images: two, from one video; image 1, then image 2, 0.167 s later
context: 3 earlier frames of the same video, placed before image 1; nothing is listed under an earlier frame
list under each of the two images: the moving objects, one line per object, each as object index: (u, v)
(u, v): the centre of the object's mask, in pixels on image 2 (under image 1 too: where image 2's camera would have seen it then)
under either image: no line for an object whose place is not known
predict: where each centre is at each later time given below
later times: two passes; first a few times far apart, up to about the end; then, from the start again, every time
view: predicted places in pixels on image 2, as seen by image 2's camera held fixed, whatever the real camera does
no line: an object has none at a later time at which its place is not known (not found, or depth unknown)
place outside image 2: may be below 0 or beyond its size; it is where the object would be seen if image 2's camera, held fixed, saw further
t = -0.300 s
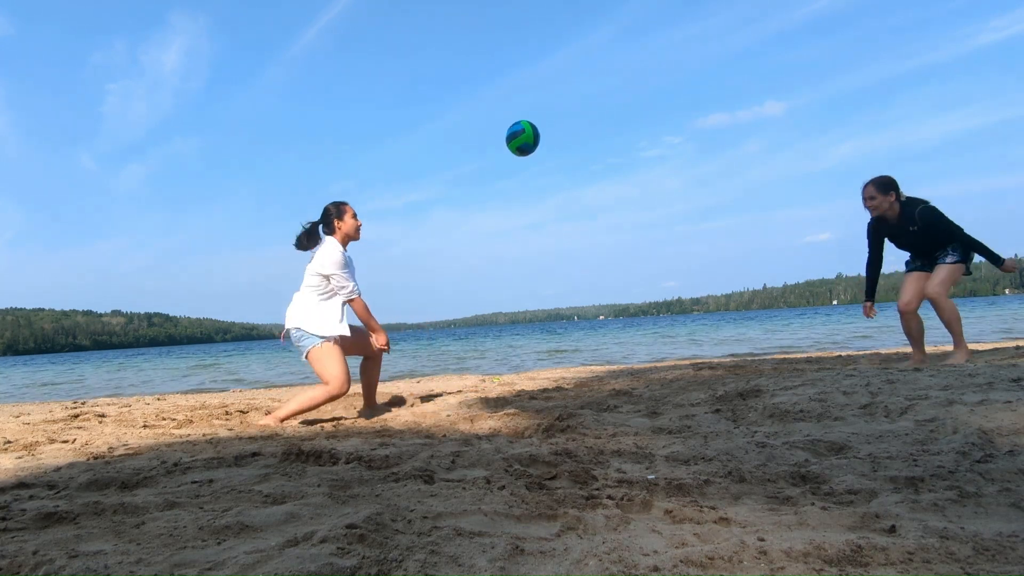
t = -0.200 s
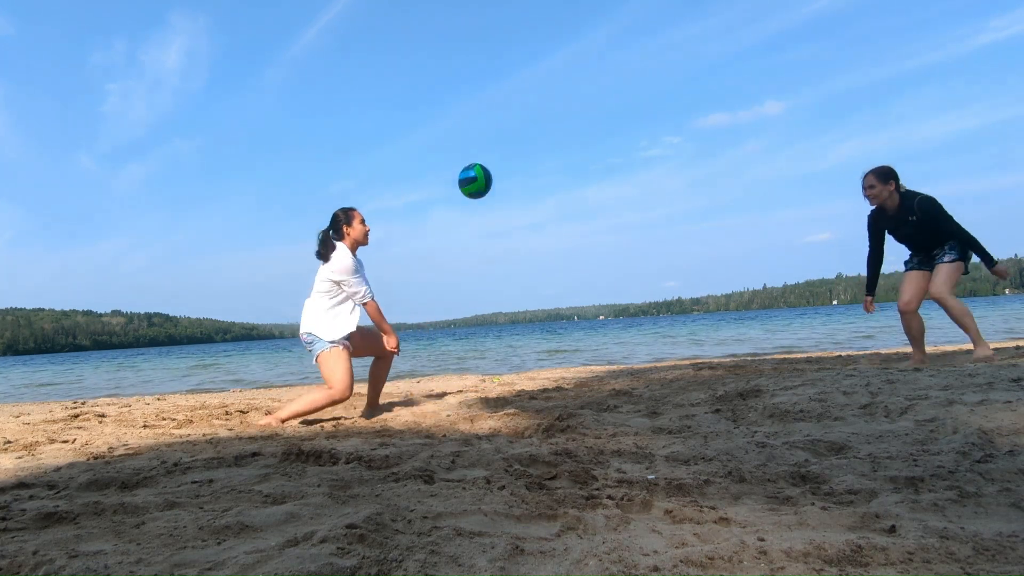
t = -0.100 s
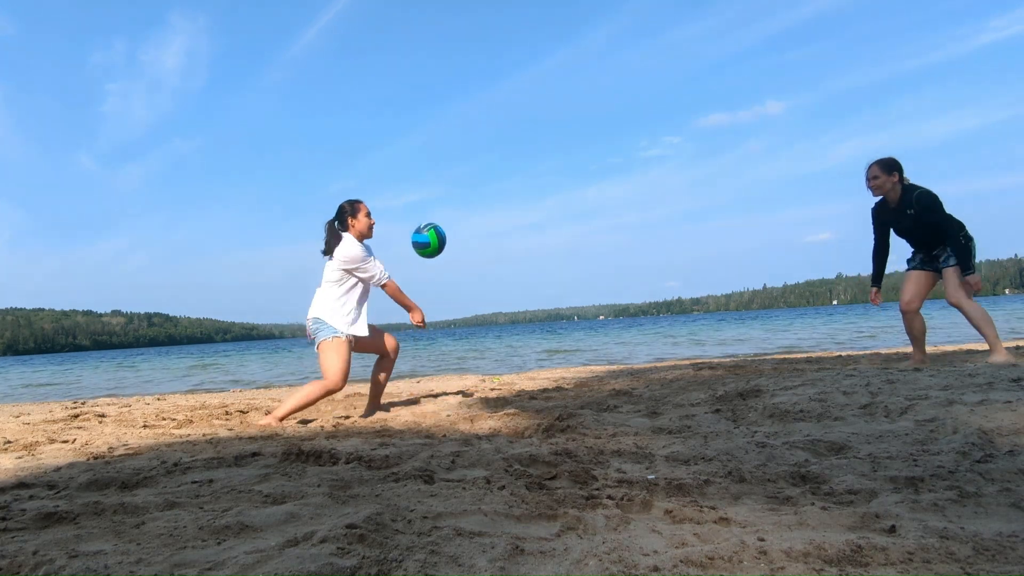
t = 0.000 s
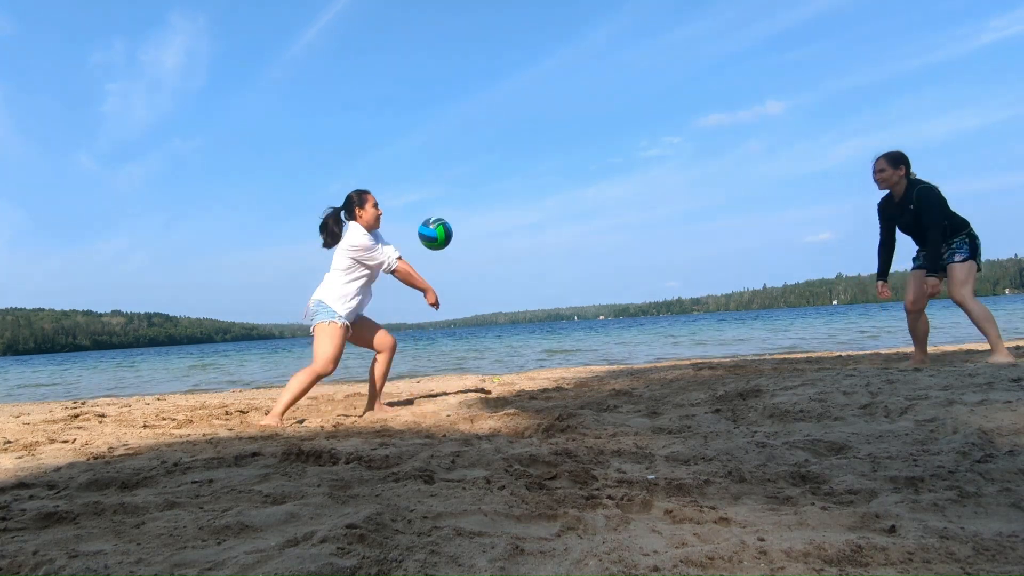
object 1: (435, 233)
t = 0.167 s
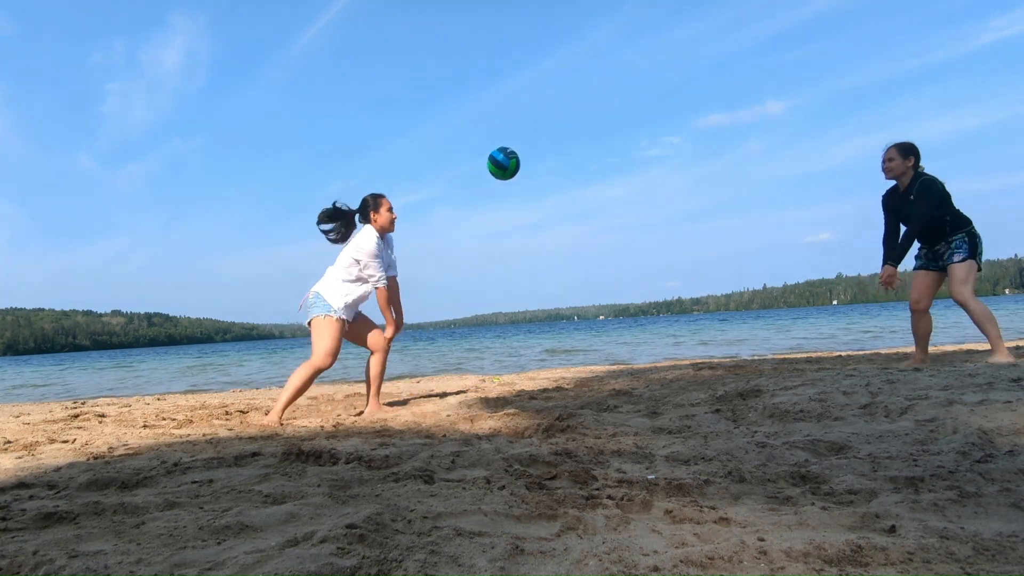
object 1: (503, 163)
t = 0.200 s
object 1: (517, 155)
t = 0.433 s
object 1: (609, 145)
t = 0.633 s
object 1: (689, 201)
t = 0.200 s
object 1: (517, 155)
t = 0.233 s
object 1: (530, 148)
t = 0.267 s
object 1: (543, 143)
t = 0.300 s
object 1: (557, 140)
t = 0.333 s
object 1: (570, 139)
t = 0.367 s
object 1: (583, 139)
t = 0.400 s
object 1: (596, 141)
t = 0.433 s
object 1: (609, 145)
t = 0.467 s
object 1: (623, 150)
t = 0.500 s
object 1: (636, 157)
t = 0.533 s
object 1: (649, 165)
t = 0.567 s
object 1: (663, 176)
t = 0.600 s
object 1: (676, 187)
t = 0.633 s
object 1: (689, 201)
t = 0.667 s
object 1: (703, 216)
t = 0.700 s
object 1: (716, 233)
